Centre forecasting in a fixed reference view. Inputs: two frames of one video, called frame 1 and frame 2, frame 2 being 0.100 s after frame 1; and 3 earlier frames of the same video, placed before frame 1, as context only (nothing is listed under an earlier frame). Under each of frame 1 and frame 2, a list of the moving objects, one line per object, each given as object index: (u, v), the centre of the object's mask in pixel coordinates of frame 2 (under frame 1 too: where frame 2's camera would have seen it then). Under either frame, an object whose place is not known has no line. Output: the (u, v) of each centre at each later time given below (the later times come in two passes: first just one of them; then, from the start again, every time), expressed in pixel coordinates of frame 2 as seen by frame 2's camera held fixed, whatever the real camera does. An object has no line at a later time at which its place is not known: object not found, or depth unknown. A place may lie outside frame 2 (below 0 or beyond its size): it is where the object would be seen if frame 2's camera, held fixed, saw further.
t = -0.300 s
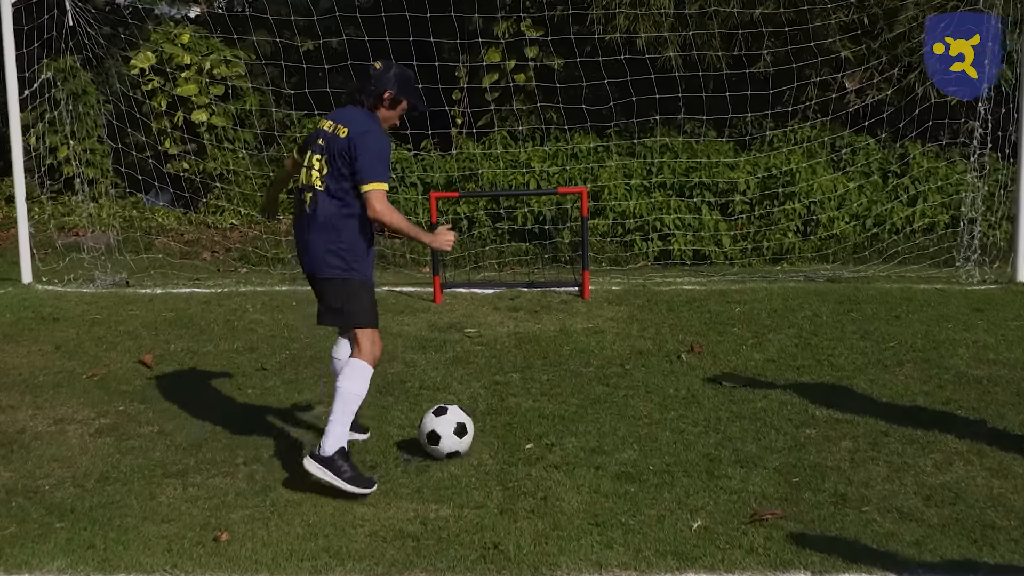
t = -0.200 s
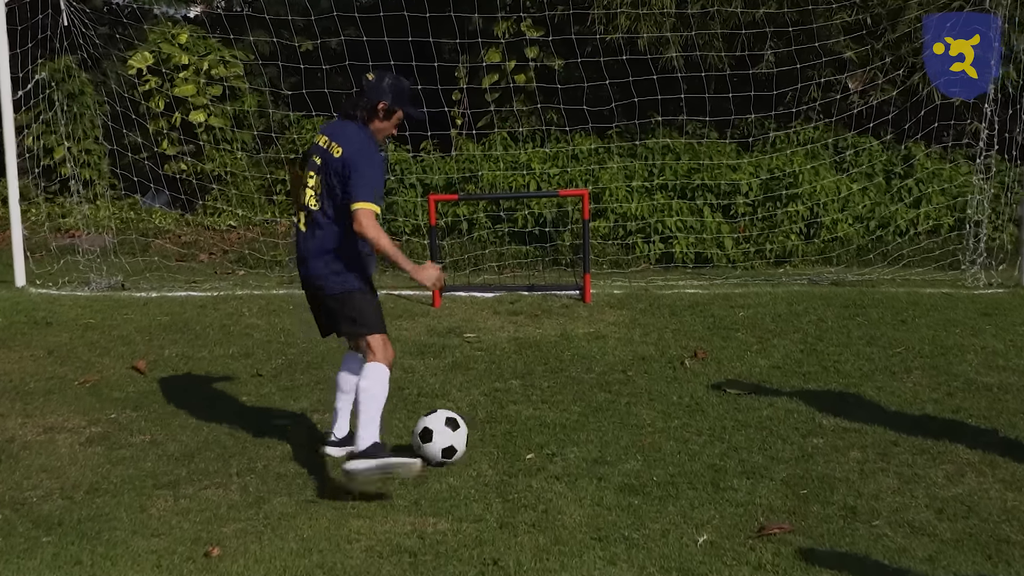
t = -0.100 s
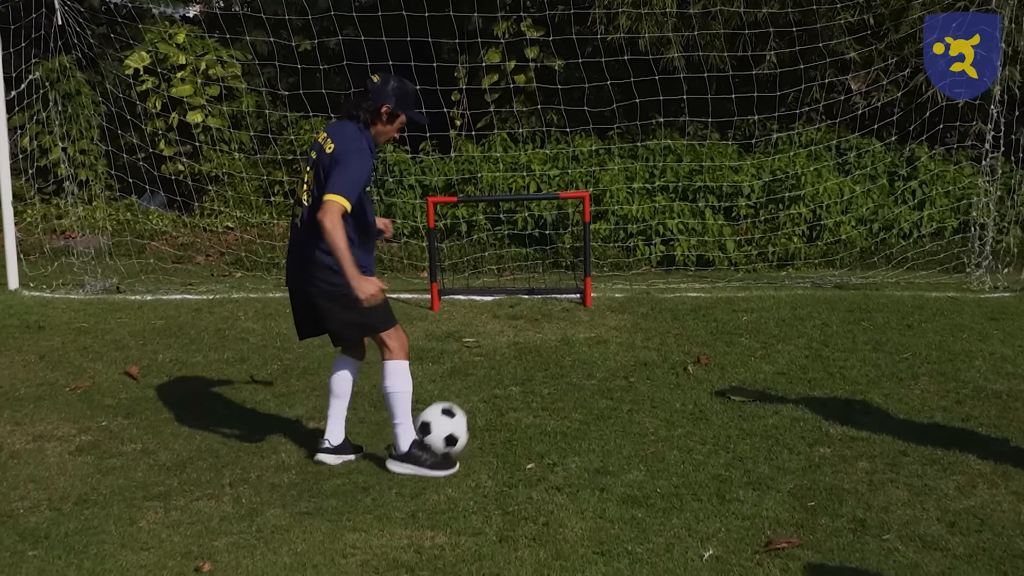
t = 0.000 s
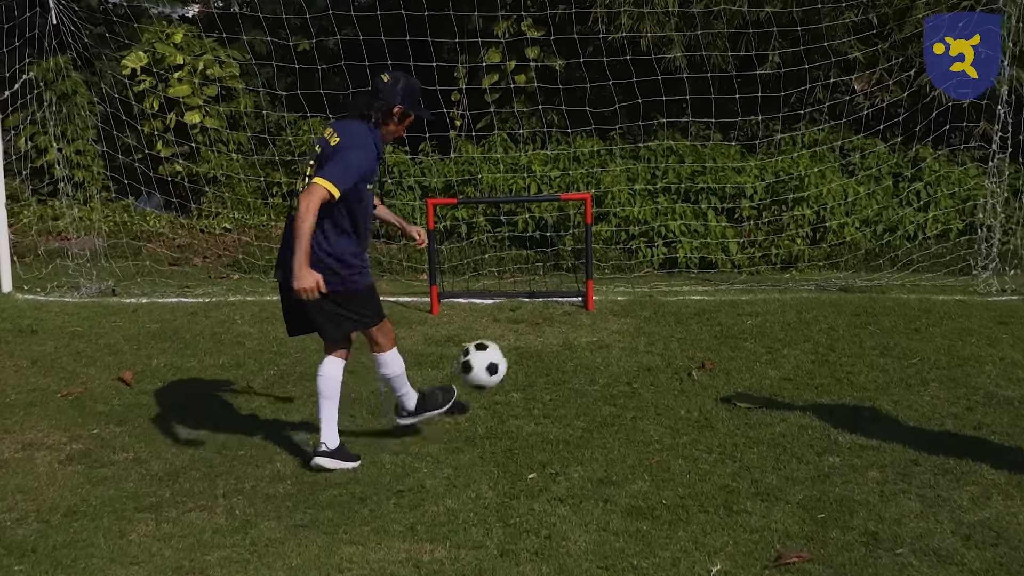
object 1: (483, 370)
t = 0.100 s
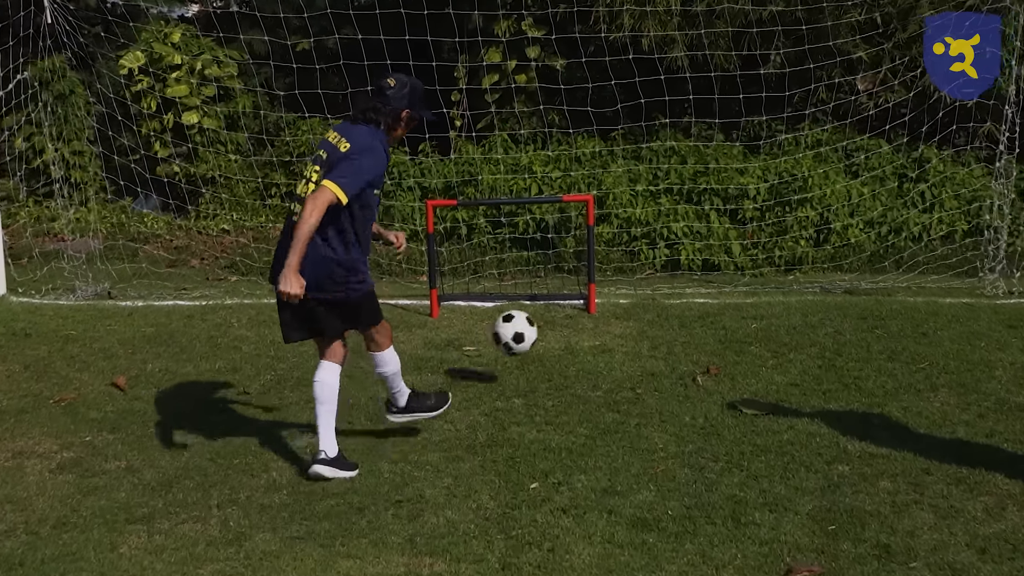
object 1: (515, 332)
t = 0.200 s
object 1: (540, 321)
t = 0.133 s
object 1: (524, 326)
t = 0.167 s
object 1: (532, 322)
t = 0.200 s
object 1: (540, 321)
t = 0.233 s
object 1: (547, 321)
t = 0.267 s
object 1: (554, 323)
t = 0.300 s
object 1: (559, 317)
